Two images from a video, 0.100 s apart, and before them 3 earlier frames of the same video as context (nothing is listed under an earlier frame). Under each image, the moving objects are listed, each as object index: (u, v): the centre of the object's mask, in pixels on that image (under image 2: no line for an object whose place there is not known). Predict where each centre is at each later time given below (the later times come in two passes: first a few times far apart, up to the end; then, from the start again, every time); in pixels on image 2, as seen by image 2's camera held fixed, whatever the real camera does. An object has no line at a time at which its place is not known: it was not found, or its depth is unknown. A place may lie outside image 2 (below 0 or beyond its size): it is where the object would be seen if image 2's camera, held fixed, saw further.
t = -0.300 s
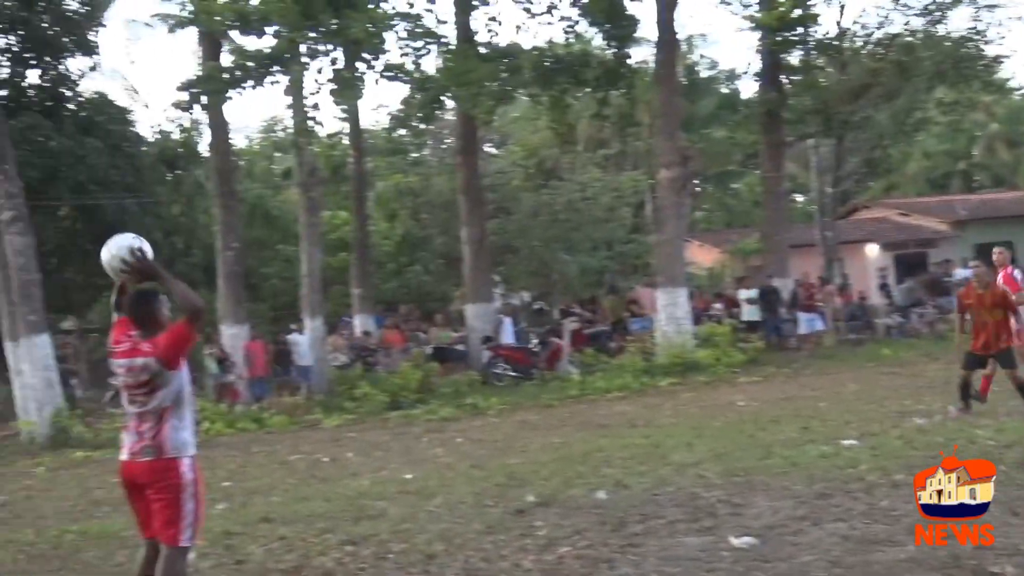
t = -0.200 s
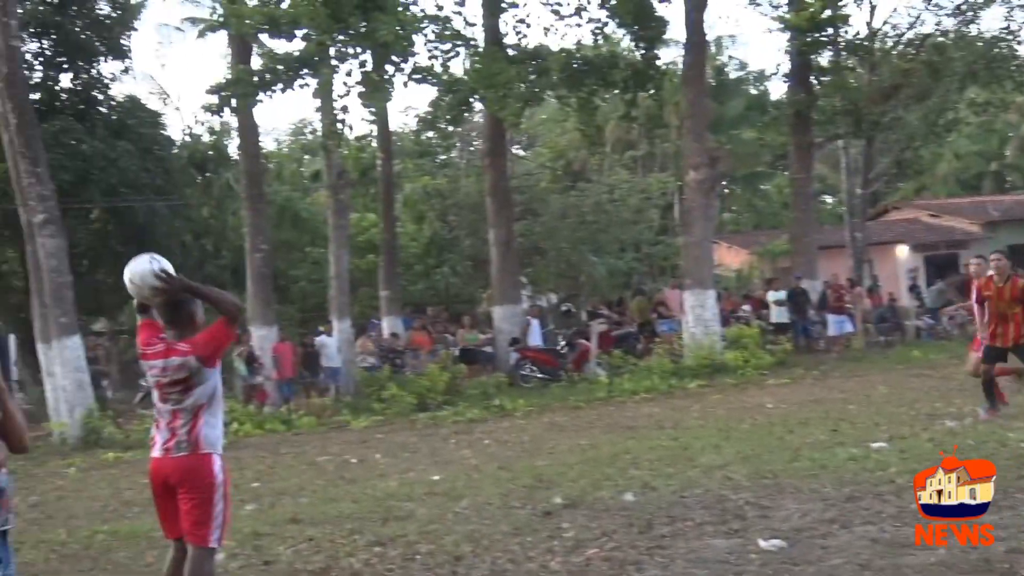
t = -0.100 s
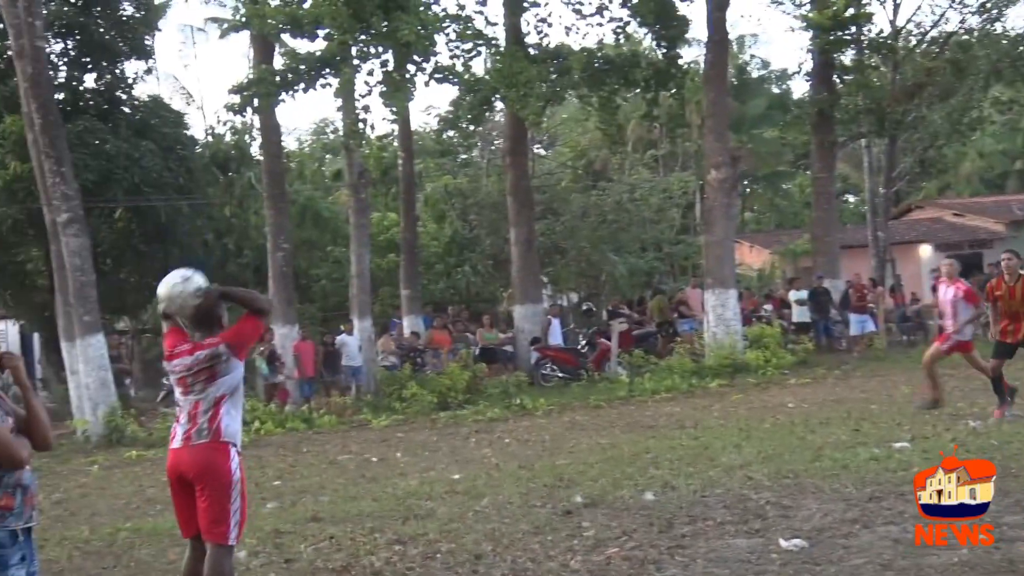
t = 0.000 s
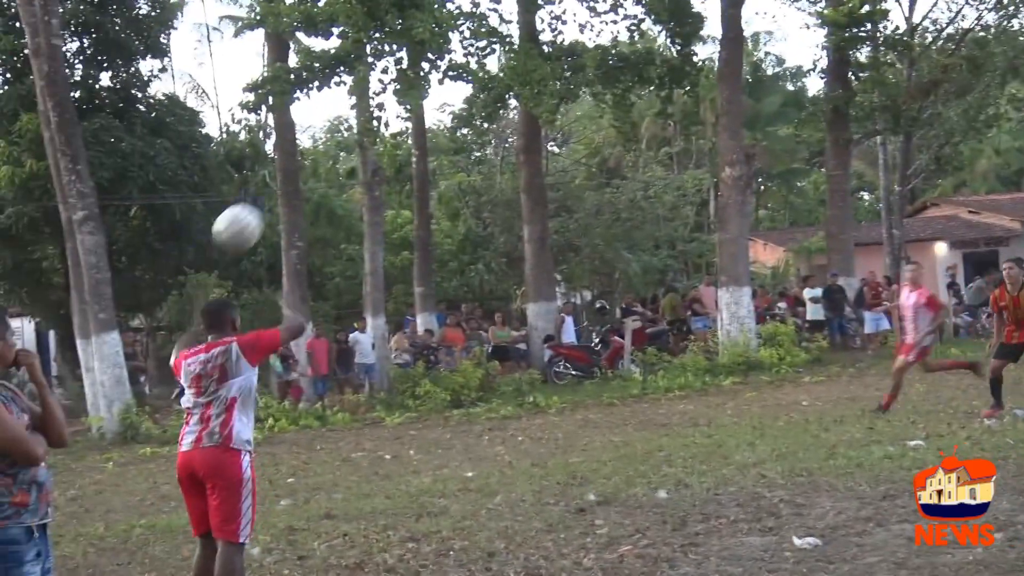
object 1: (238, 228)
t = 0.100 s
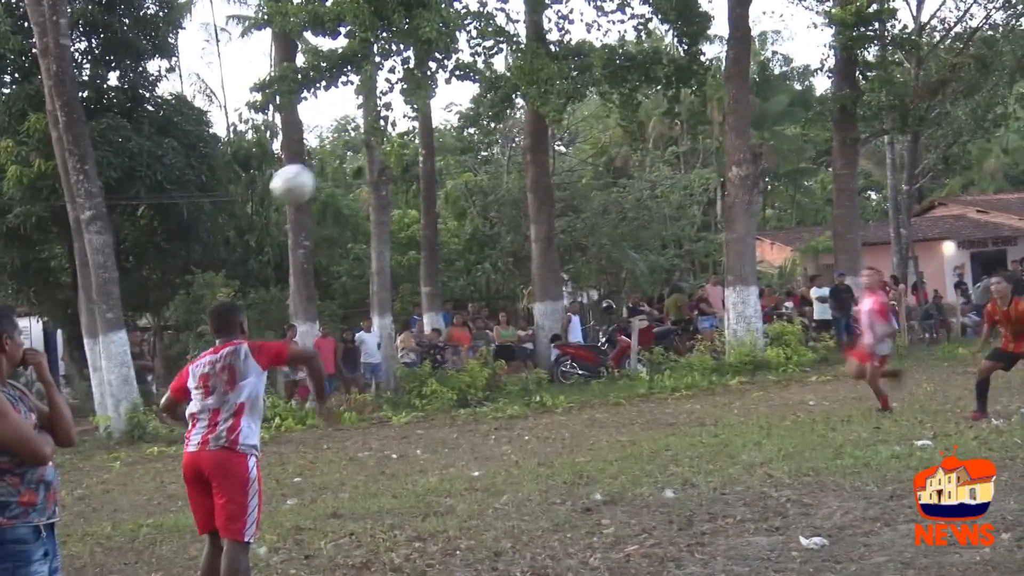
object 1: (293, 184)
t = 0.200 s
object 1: (333, 166)
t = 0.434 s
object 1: (414, 184)
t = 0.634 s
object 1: (468, 244)
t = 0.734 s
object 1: (490, 284)
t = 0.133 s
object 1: (307, 176)
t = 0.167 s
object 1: (321, 170)
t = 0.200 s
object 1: (333, 166)
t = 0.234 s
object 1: (346, 163)
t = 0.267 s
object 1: (359, 162)
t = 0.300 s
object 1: (371, 164)
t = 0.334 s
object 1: (382, 167)
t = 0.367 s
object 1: (393, 170)
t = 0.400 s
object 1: (404, 178)
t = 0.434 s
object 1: (414, 184)
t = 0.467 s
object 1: (424, 191)
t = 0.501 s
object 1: (434, 202)
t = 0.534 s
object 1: (442, 209)
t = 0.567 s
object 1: (452, 220)
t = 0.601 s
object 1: (460, 233)
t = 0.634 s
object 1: (468, 244)
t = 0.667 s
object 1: (475, 256)
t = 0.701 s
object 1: (482, 269)
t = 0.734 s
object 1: (490, 284)
